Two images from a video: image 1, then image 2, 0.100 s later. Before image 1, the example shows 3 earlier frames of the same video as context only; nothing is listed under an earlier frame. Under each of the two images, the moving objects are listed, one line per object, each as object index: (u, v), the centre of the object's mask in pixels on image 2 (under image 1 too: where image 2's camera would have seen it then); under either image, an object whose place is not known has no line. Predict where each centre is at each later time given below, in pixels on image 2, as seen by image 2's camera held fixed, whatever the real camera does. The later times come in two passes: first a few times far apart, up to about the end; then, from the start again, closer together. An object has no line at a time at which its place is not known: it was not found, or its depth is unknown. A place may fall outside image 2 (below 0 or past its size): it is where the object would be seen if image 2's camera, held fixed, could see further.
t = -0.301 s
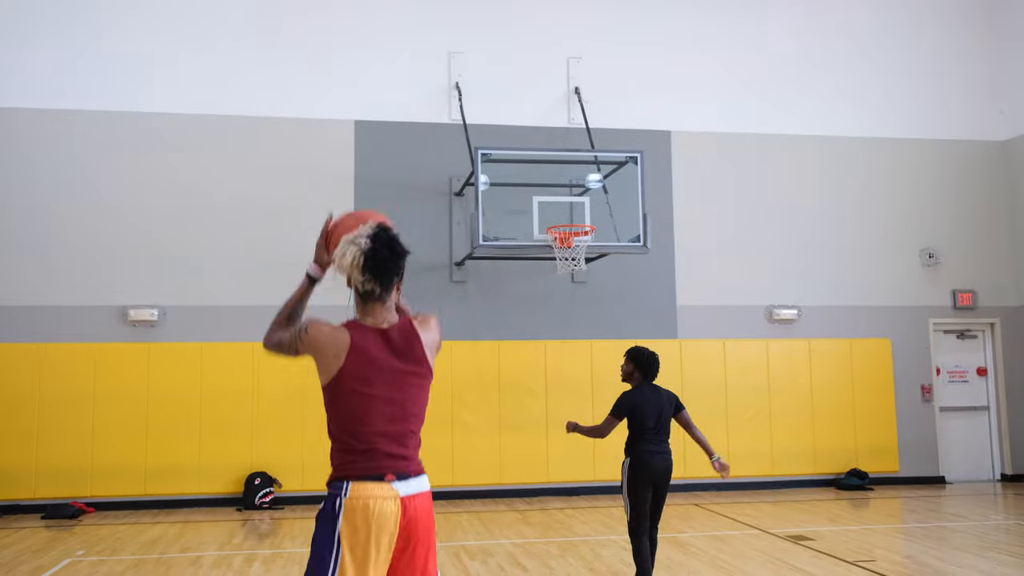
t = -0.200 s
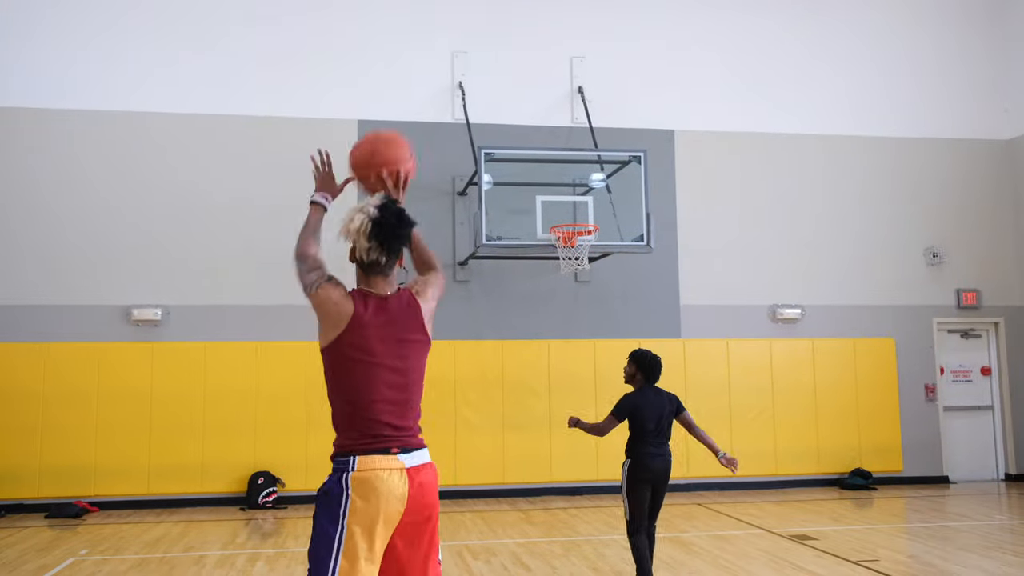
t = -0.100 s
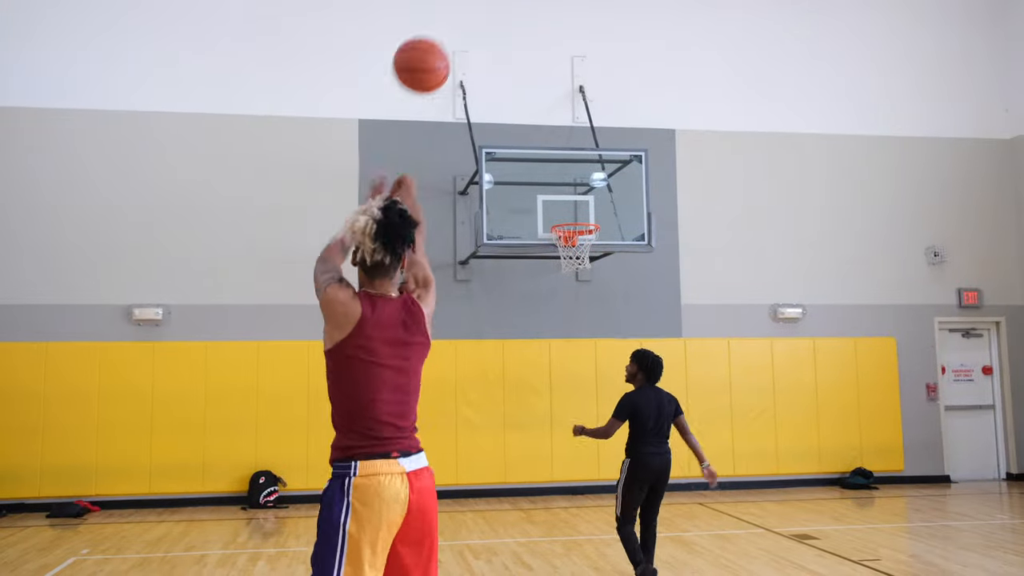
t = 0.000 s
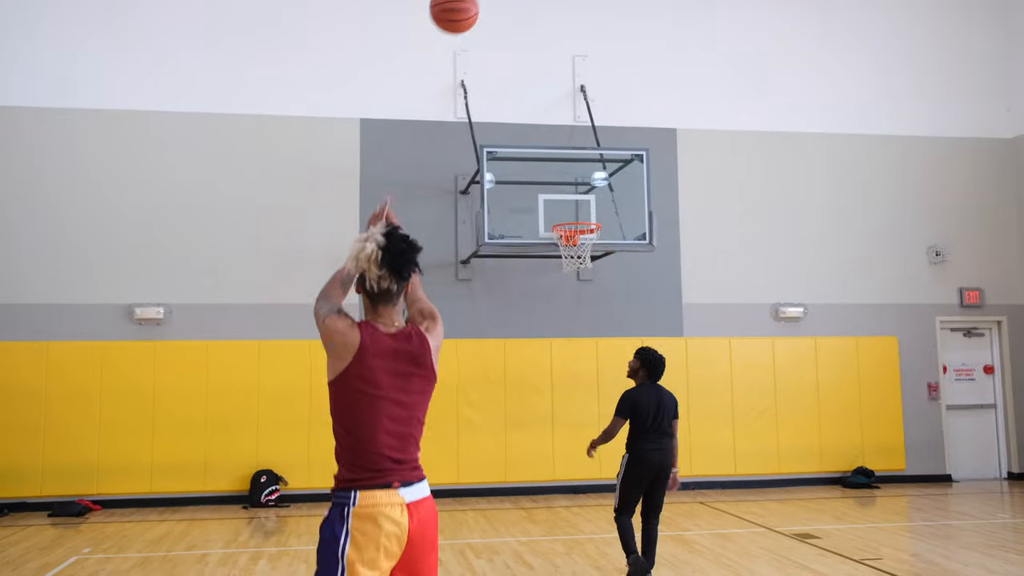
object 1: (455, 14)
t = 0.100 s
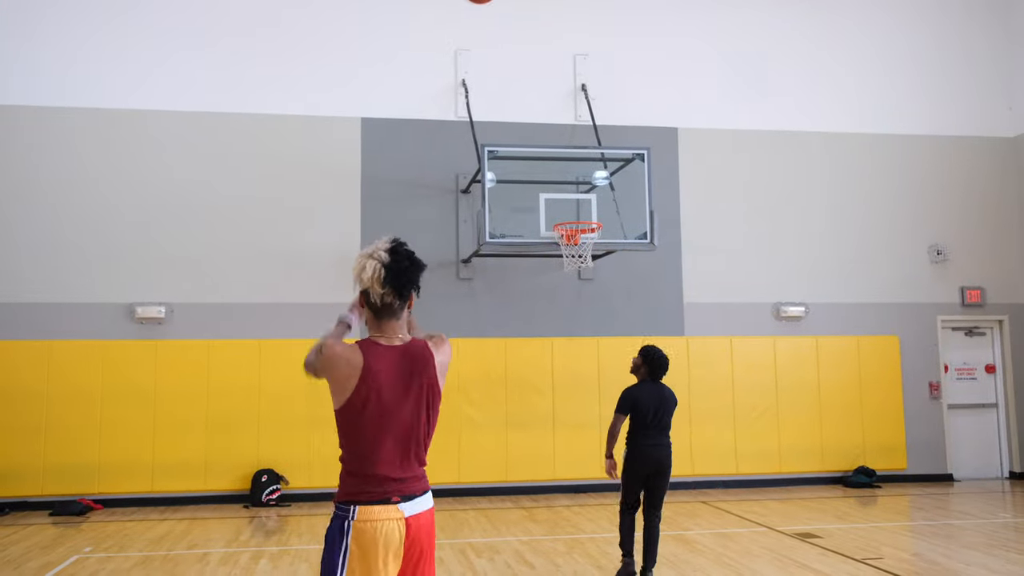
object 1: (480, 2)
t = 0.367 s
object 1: (519, 5)
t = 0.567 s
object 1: (542, 55)
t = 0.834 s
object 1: (568, 173)
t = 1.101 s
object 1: (580, 188)
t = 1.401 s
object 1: (592, 180)
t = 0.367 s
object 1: (519, 5)
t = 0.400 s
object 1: (523, 11)
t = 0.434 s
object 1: (527, 15)
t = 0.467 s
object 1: (532, 21)
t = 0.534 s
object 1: (539, 43)
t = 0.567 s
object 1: (542, 55)
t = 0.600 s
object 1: (546, 68)
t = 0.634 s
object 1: (550, 81)
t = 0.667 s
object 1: (553, 95)
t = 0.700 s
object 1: (556, 110)
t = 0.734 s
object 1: (559, 125)
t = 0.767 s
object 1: (562, 141)
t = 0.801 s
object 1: (565, 157)
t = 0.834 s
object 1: (568, 173)
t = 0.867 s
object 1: (571, 190)
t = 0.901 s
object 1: (574, 208)
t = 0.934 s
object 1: (576, 220)
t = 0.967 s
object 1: (575, 215)
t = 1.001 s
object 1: (578, 209)
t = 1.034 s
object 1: (578, 201)
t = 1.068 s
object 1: (579, 194)
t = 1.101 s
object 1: (580, 188)
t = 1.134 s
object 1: (581, 183)
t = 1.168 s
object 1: (582, 178)
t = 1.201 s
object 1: (583, 175)
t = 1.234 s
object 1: (585, 172)
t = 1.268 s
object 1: (586, 173)
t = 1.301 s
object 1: (587, 172)
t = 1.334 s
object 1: (589, 173)
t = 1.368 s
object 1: (590, 176)
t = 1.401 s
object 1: (592, 180)
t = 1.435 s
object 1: (594, 185)
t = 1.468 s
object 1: (595, 194)
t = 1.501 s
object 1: (597, 204)
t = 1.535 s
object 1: (600, 215)
